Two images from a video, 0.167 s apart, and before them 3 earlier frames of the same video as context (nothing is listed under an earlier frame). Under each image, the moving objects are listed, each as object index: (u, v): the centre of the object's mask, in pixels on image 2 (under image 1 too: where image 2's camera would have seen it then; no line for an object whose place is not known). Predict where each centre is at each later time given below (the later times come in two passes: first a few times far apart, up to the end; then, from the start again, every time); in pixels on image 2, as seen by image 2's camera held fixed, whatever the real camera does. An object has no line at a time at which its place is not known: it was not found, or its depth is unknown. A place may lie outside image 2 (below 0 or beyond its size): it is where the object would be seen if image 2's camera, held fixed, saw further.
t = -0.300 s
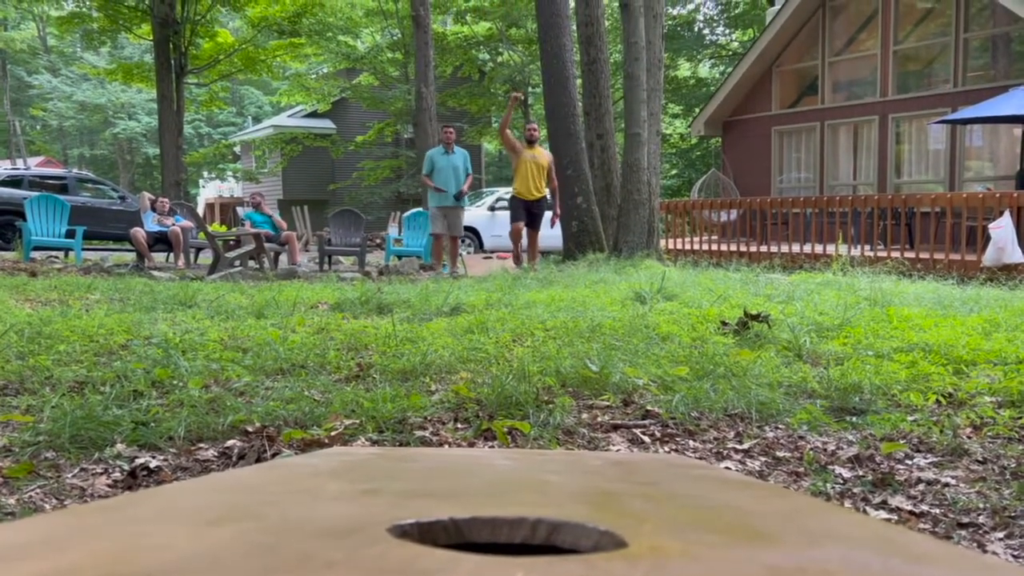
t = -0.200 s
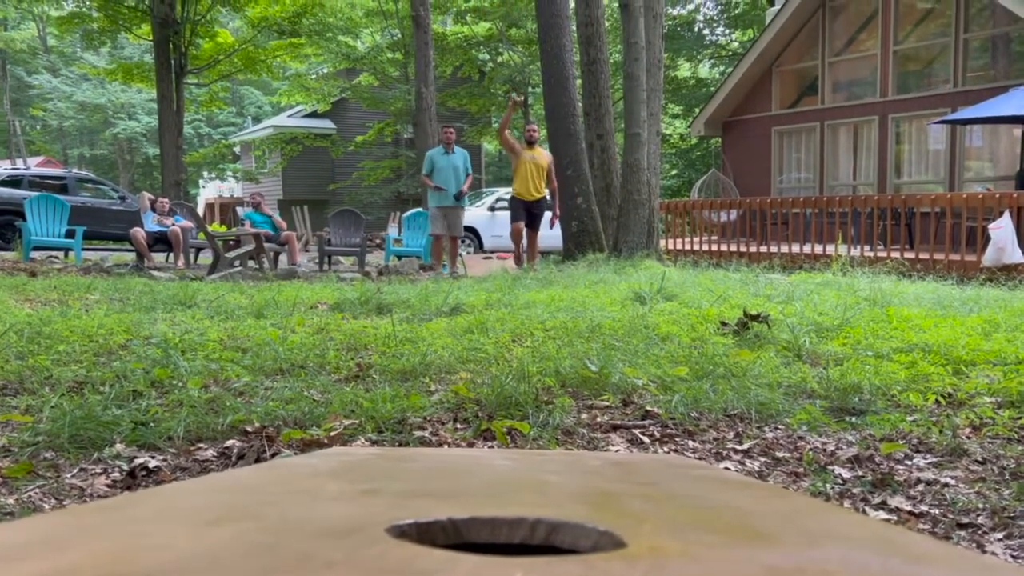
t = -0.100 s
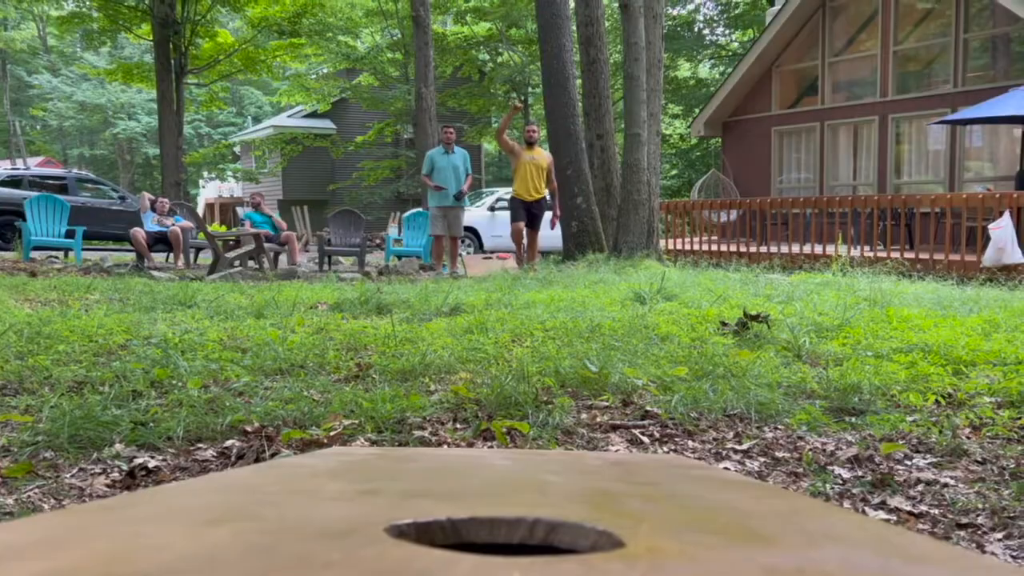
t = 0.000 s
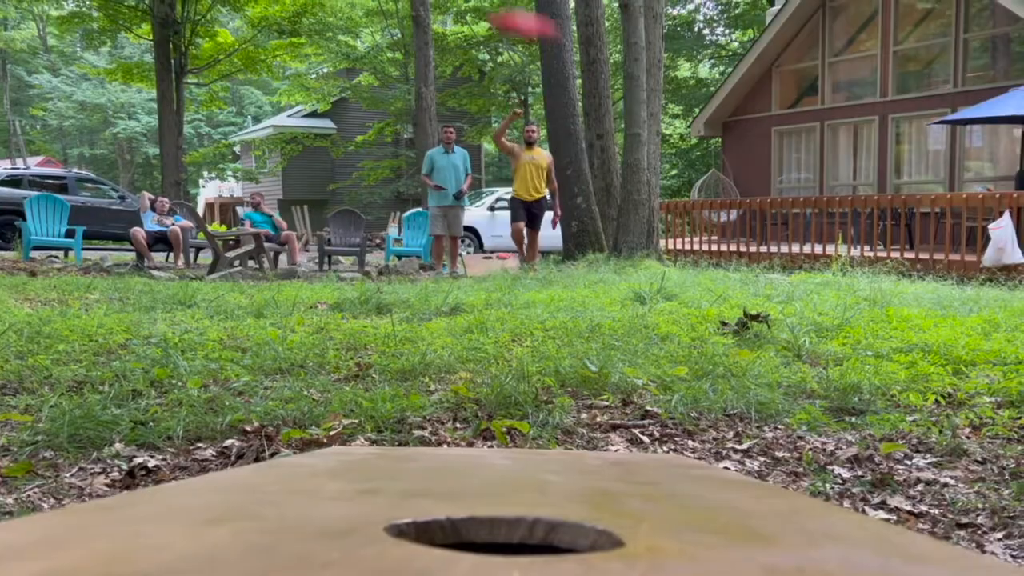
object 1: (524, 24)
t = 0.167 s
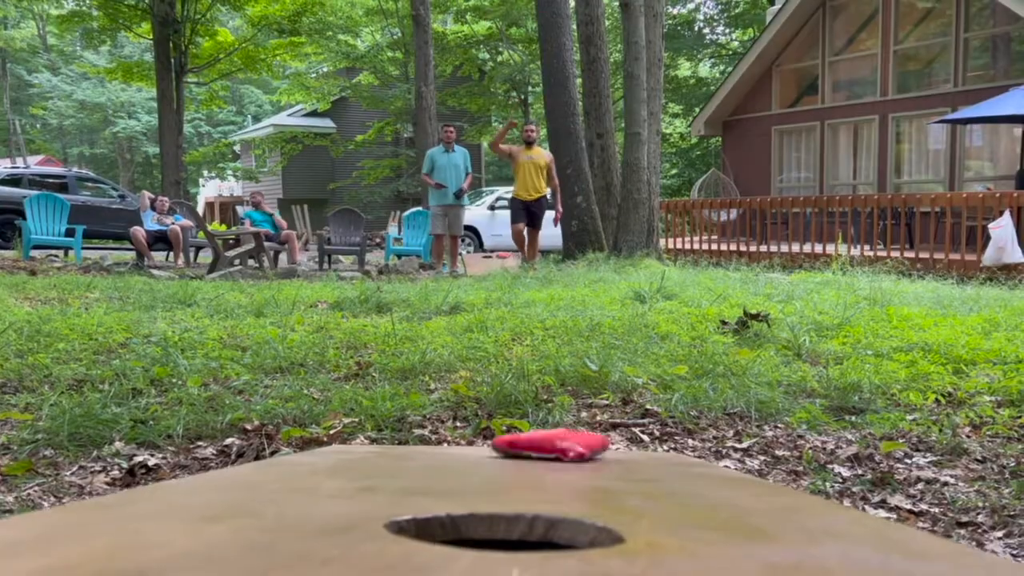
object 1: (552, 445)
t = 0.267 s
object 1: (567, 456)
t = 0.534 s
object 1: (626, 491)
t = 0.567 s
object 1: (635, 493)
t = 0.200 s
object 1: (555, 444)
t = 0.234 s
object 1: (560, 450)
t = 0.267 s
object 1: (567, 456)
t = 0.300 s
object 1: (572, 462)
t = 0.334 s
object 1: (578, 467)
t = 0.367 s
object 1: (586, 471)
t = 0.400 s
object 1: (592, 476)
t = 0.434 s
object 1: (600, 480)
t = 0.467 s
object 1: (609, 484)
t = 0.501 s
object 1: (618, 487)
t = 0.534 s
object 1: (626, 491)
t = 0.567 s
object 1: (635, 493)
